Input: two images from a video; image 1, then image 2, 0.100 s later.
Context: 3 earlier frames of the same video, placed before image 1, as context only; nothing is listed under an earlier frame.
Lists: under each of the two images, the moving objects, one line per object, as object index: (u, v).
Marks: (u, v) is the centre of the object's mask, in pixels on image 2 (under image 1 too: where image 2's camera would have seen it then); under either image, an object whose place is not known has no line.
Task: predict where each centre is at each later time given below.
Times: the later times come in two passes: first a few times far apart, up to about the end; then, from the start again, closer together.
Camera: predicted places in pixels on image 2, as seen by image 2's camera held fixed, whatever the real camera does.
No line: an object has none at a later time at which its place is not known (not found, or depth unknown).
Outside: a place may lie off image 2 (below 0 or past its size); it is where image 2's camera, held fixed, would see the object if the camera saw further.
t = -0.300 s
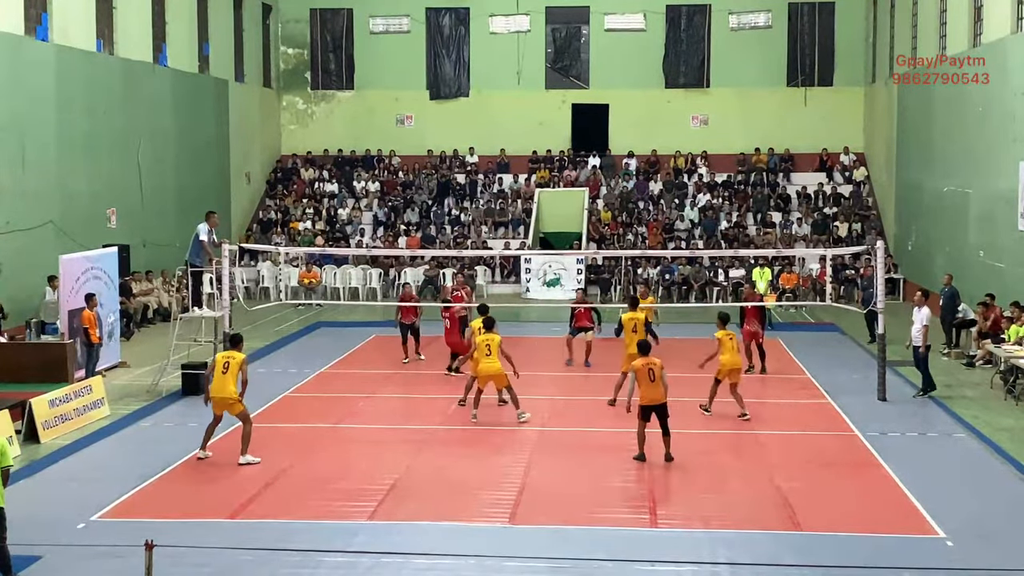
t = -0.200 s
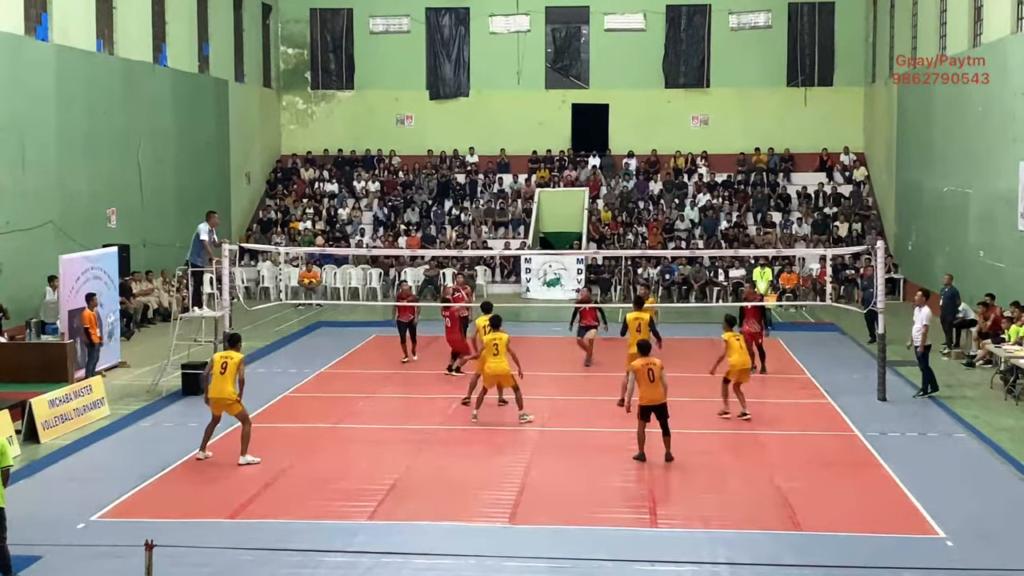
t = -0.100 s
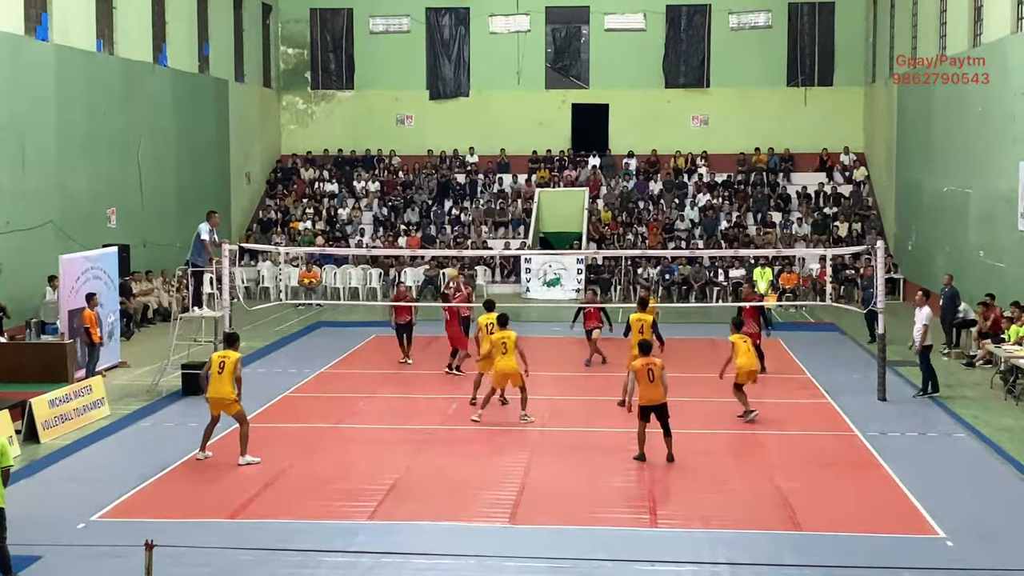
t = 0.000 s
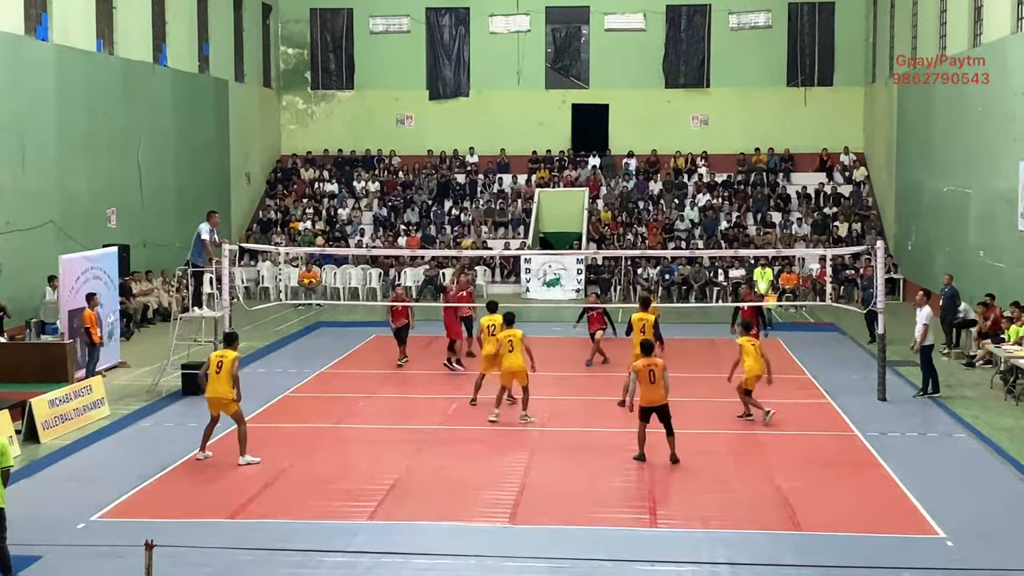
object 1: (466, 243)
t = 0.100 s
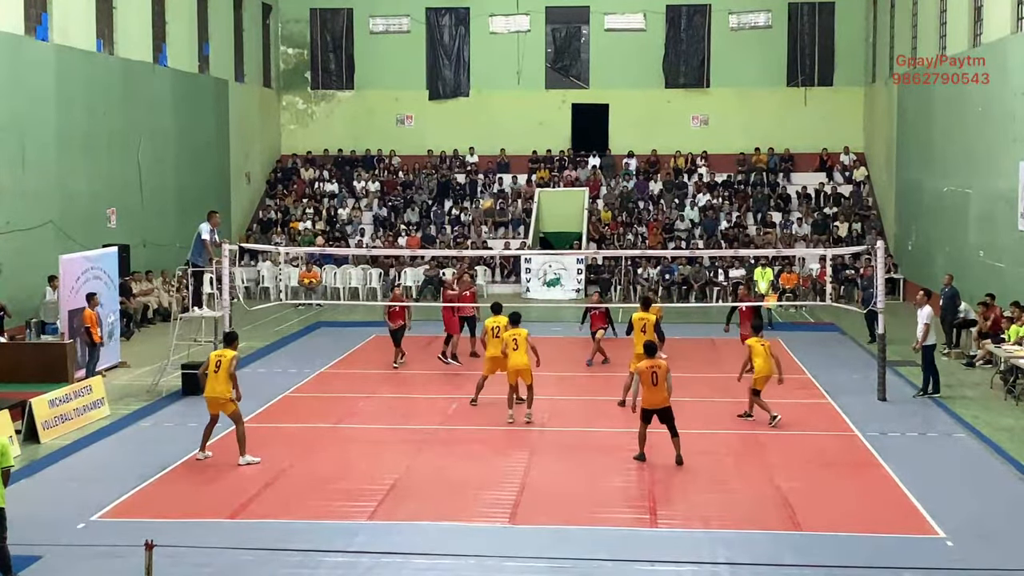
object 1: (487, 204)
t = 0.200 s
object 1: (506, 171)
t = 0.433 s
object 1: (548, 116)
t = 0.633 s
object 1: (584, 94)
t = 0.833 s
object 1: (620, 94)
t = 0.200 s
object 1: (506, 171)
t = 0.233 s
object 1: (511, 161)
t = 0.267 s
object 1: (518, 152)
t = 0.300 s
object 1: (525, 145)
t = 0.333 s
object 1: (531, 137)
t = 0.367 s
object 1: (537, 129)
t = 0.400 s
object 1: (543, 122)
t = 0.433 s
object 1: (548, 116)
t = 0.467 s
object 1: (554, 110)
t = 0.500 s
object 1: (560, 106)
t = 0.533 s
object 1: (566, 102)
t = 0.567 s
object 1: (572, 99)
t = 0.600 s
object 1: (577, 97)
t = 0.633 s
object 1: (584, 94)
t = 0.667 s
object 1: (590, 92)
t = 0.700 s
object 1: (596, 91)
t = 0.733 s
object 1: (602, 91)
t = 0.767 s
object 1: (608, 91)
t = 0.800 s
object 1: (614, 92)
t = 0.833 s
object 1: (620, 94)
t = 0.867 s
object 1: (626, 96)
